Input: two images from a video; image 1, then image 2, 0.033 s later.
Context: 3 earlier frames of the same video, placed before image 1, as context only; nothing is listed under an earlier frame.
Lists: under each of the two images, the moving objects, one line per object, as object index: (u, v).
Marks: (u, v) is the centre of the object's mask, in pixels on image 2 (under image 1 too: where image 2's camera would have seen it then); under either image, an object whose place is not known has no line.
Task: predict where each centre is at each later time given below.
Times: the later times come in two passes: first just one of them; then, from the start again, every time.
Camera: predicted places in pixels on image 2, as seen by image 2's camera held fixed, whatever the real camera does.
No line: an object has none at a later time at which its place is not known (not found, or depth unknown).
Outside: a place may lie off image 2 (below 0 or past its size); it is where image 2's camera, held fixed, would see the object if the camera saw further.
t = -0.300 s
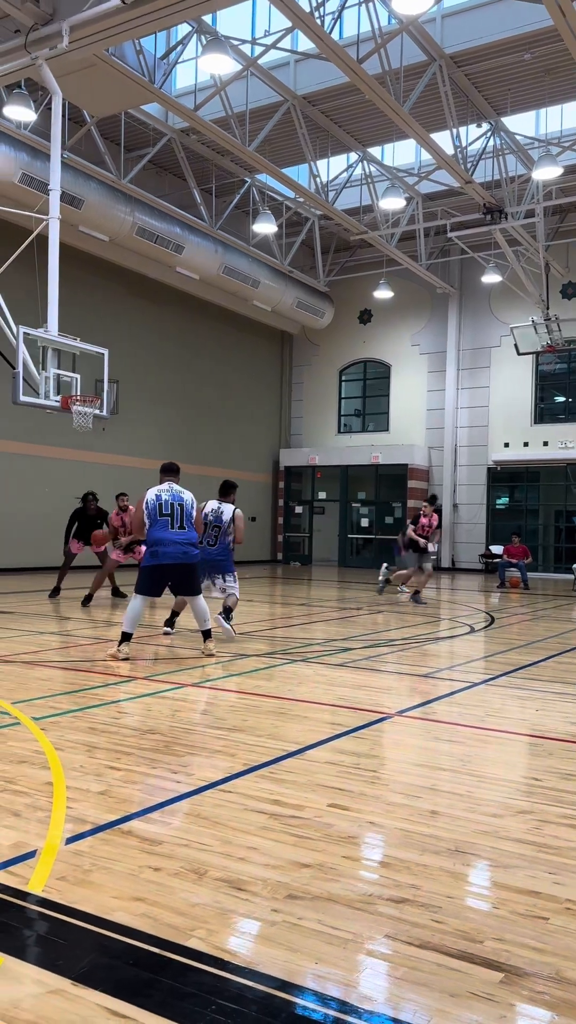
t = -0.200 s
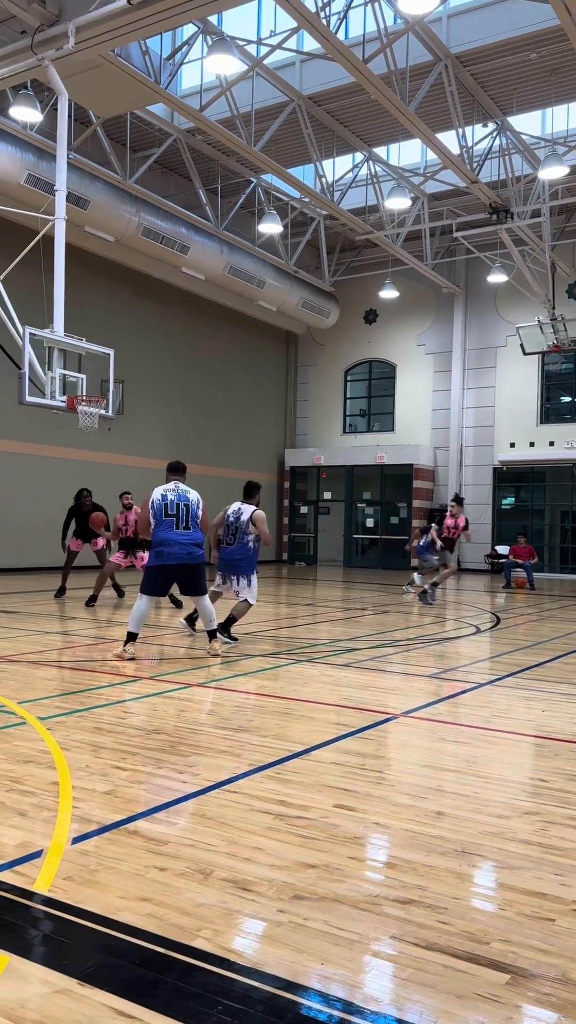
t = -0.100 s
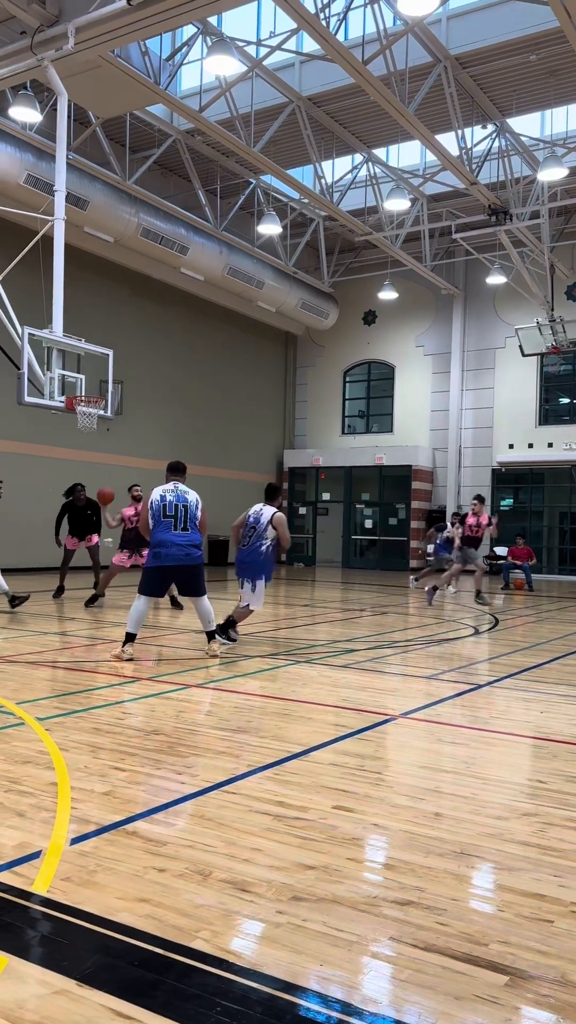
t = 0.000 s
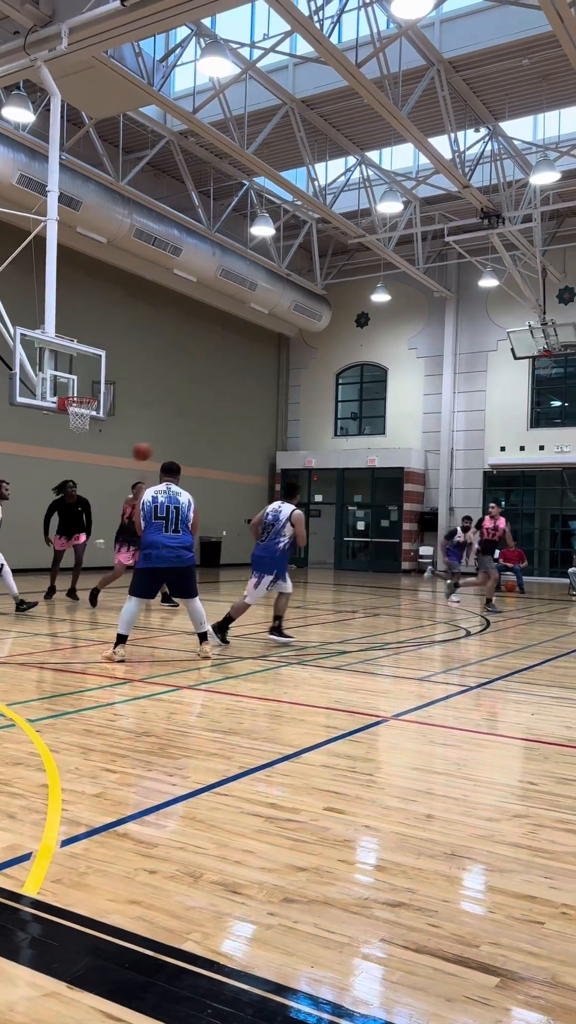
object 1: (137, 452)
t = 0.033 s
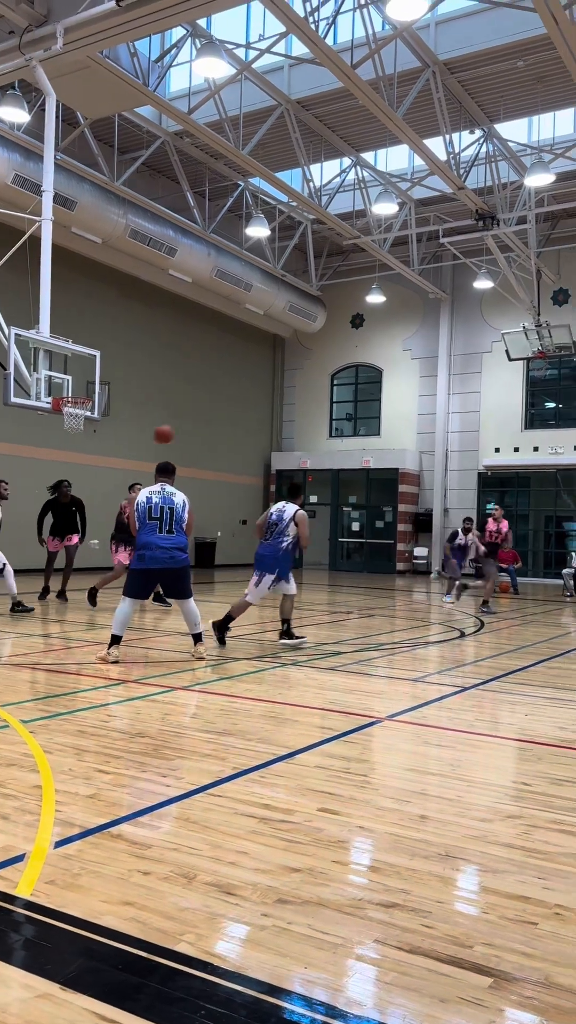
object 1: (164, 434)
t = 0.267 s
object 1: (379, 306)
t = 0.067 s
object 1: (191, 416)
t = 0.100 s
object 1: (219, 398)
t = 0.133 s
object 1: (249, 380)
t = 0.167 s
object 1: (279, 362)
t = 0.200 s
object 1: (311, 344)
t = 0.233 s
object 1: (344, 325)
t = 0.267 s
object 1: (379, 306)
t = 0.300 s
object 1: (415, 287)
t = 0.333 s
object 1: (453, 268)
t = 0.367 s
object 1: (493, 250)
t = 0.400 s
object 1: (534, 230)
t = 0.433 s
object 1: (579, 211)
